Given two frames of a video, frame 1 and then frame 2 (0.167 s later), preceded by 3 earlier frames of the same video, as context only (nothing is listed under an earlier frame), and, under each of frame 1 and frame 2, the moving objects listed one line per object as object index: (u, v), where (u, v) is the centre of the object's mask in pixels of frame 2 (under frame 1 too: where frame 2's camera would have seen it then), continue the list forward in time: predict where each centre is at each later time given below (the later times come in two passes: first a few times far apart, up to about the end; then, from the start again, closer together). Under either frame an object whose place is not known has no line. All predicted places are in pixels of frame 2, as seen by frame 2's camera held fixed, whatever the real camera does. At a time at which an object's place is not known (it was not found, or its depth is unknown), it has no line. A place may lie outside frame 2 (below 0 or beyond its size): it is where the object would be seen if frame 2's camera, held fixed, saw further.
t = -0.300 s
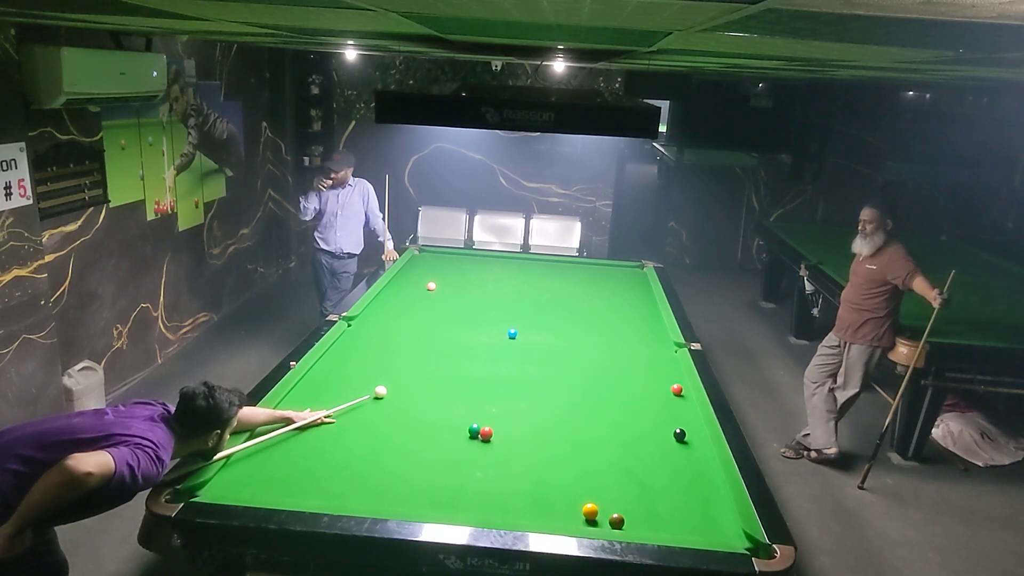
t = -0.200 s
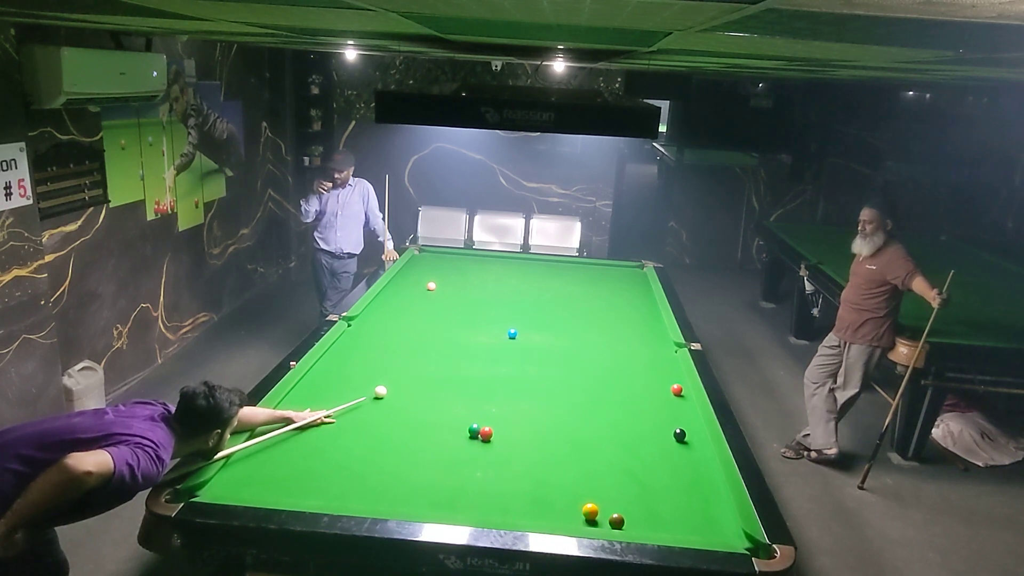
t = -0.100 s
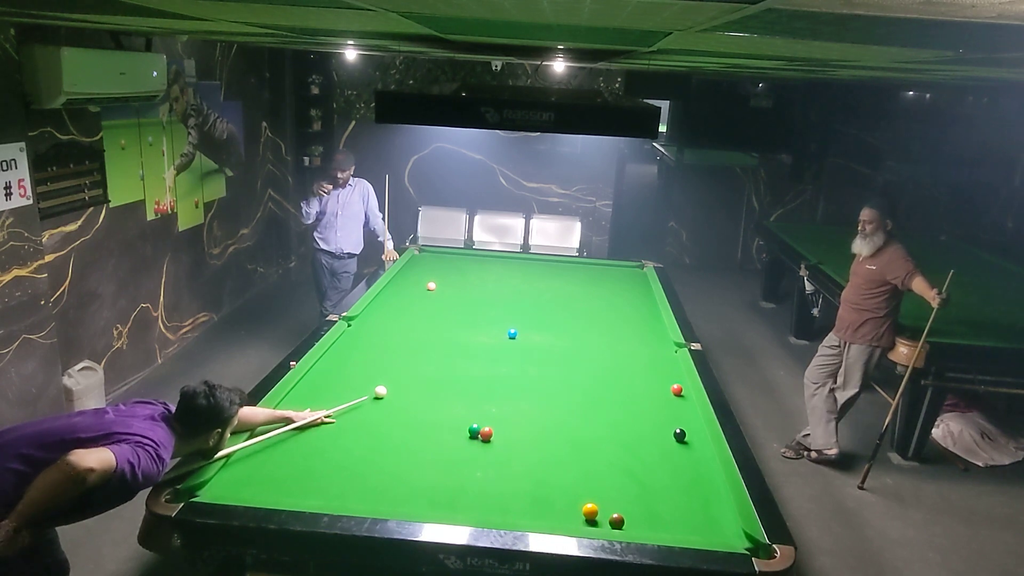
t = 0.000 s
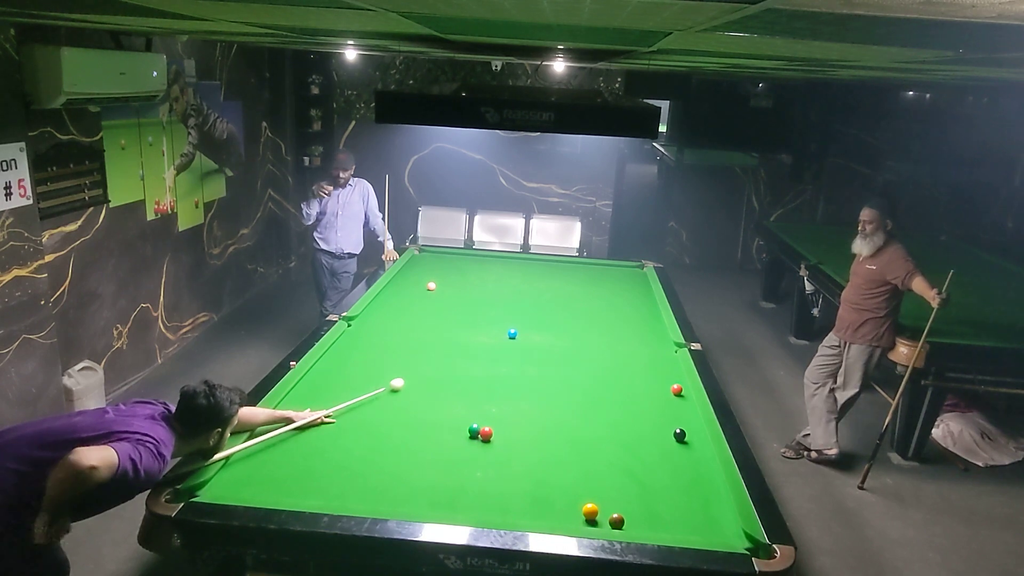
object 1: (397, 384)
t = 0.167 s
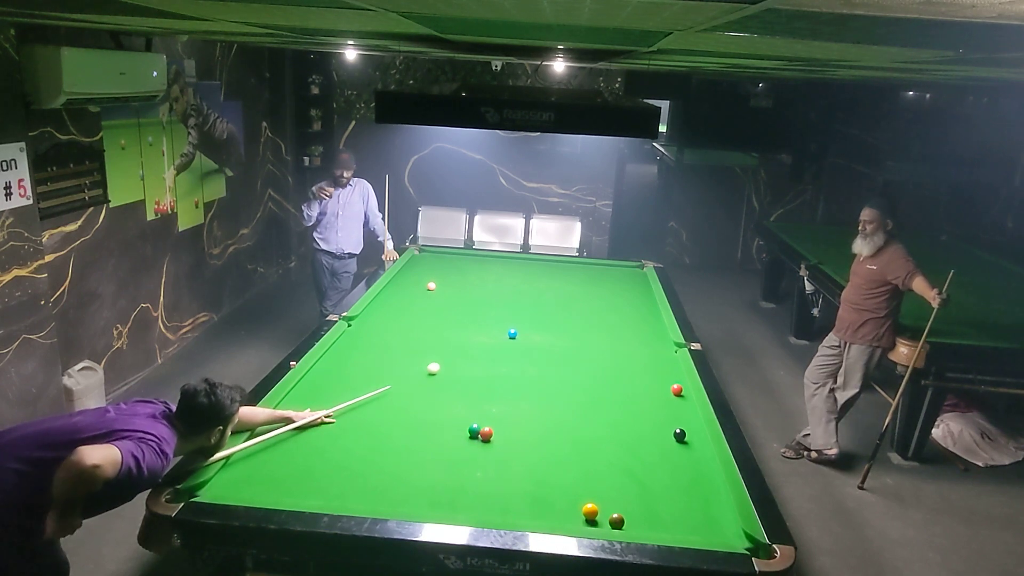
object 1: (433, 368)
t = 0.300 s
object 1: (457, 358)
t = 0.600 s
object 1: (504, 337)
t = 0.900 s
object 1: (522, 334)
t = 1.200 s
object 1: (537, 331)
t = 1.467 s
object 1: (549, 328)
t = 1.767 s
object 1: (561, 326)
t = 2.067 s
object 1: (571, 324)
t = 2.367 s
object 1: (579, 323)
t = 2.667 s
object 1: (587, 322)
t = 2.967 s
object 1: (593, 321)
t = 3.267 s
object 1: (597, 320)
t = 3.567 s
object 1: (600, 320)
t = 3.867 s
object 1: (601, 320)
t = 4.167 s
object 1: (601, 320)
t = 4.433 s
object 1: (600, 320)
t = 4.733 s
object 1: (599, 318)
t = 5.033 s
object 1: (600, 320)
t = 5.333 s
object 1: (600, 320)
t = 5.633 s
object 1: (600, 320)
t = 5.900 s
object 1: (600, 320)
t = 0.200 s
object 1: (439, 365)
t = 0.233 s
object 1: (446, 362)
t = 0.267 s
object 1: (451, 360)
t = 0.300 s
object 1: (457, 358)
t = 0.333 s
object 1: (463, 355)
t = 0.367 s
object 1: (468, 353)
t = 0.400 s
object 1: (474, 350)
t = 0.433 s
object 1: (479, 348)
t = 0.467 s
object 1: (484, 346)
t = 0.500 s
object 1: (489, 343)
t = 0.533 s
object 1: (494, 341)
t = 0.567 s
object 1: (499, 339)
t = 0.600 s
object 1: (504, 337)
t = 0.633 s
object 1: (508, 336)
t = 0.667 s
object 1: (509, 336)
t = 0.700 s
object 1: (511, 336)
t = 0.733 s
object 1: (513, 335)
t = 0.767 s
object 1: (514, 335)
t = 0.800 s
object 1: (516, 335)
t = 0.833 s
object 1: (518, 334)
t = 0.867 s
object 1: (520, 334)
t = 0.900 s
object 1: (522, 334)
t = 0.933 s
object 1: (524, 333)
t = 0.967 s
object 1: (525, 333)
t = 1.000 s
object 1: (527, 333)
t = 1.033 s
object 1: (529, 332)
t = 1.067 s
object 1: (530, 332)
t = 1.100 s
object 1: (532, 332)
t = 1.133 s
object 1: (534, 331)
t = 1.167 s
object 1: (535, 331)
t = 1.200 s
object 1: (537, 331)
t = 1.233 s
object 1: (538, 330)
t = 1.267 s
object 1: (540, 330)
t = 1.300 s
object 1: (542, 330)
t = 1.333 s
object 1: (543, 330)
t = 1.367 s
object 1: (545, 329)
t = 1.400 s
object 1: (546, 329)
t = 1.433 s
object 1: (547, 329)
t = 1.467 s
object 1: (549, 328)
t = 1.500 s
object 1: (550, 328)
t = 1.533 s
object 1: (551, 328)
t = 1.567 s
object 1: (553, 328)
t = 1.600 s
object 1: (554, 327)
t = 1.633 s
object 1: (555, 327)
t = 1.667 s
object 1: (557, 327)
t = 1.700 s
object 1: (558, 327)
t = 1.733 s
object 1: (559, 326)
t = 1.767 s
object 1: (561, 326)
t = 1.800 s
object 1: (562, 326)
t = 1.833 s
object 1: (563, 326)
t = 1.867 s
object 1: (564, 326)
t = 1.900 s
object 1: (565, 325)
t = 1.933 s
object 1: (566, 325)
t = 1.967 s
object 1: (567, 325)
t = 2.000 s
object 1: (569, 325)
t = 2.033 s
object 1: (570, 325)
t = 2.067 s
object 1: (571, 324)
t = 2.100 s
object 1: (572, 324)
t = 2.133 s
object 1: (573, 324)
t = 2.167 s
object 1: (574, 324)
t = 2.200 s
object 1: (575, 324)
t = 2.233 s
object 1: (576, 323)
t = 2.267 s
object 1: (577, 323)
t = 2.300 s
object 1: (578, 323)
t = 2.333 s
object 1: (579, 323)
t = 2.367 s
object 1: (579, 323)
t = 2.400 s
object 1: (580, 323)
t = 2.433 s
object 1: (581, 323)
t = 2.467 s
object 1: (582, 322)
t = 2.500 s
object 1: (583, 322)
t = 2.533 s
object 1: (584, 322)
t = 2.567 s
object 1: (585, 322)
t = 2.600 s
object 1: (585, 322)
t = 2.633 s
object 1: (586, 322)
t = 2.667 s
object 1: (587, 322)
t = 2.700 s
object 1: (587, 322)
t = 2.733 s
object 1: (588, 321)
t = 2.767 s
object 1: (589, 321)
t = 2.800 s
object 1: (589, 321)
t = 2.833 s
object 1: (590, 321)
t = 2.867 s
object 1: (591, 321)
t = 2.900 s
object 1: (591, 321)
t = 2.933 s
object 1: (592, 321)
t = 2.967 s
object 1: (593, 321)
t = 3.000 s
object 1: (593, 321)
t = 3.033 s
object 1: (594, 321)
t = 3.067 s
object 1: (594, 320)
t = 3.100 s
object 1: (595, 320)
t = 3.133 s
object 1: (595, 320)
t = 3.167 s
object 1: (595, 320)
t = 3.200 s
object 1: (596, 320)
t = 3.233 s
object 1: (596, 320)
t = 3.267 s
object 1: (597, 320)
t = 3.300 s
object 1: (597, 320)
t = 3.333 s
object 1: (597, 320)
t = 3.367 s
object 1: (598, 320)
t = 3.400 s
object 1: (598, 320)
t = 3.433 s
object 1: (598, 320)
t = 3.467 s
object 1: (599, 320)
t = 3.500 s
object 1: (599, 320)
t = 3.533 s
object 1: (599, 320)
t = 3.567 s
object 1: (600, 320)
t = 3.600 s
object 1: (600, 320)
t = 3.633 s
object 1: (600, 320)
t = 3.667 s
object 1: (600, 320)
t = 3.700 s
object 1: (600, 320)
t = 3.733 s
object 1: (600, 320)
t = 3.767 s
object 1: (600, 320)
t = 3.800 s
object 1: (600, 320)
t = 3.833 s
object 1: (601, 320)
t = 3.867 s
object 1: (601, 320)
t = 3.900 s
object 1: (600, 320)
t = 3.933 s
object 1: (601, 320)
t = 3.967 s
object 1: (600, 320)
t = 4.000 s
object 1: (601, 320)
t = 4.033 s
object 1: (601, 320)
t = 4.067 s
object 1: (601, 320)
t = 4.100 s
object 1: (601, 320)
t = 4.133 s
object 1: (601, 320)
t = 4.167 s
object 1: (601, 320)
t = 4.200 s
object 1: (601, 320)
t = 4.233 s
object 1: (601, 320)
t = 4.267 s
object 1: (601, 320)
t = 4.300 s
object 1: (601, 320)
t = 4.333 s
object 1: (601, 320)
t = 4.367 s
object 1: (601, 320)
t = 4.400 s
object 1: (600, 320)
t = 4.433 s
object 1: (600, 320)
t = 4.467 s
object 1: (600, 320)
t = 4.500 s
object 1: (600, 320)
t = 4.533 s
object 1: (600, 319)
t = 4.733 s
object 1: (599, 318)
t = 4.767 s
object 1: (600, 319)
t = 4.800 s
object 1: (600, 319)
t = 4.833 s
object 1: (600, 319)
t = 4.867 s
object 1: (600, 320)
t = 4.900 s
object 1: (600, 319)
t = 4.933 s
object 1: (600, 320)
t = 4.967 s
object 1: (600, 319)
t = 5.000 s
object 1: (600, 320)
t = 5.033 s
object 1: (600, 320)
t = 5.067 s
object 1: (600, 319)
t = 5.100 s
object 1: (600, 319)
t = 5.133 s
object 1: (600, 320)
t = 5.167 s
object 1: (600, 320)
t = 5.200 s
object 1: (600, 320)
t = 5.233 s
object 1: (600, 320)
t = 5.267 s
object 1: (600, 320)
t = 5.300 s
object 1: (600, 320)
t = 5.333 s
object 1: (600, 320)
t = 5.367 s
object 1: (600, 320)
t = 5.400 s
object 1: (600, 319)
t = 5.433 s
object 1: (600, 320)
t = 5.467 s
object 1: (600, 319)
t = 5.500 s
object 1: (600, 320)
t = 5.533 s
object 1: (600, 320)
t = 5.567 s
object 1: (600, 320)
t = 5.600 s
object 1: (600, 320)
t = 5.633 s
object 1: (600, 320)
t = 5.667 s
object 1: (600, 320)
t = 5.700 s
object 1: (600, 320)
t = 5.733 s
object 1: (600, 320)
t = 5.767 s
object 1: (600, 320)
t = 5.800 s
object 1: (600, 320)
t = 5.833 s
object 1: (600, 320)
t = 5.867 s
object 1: (600, 320)
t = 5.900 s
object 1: (600, 320)
